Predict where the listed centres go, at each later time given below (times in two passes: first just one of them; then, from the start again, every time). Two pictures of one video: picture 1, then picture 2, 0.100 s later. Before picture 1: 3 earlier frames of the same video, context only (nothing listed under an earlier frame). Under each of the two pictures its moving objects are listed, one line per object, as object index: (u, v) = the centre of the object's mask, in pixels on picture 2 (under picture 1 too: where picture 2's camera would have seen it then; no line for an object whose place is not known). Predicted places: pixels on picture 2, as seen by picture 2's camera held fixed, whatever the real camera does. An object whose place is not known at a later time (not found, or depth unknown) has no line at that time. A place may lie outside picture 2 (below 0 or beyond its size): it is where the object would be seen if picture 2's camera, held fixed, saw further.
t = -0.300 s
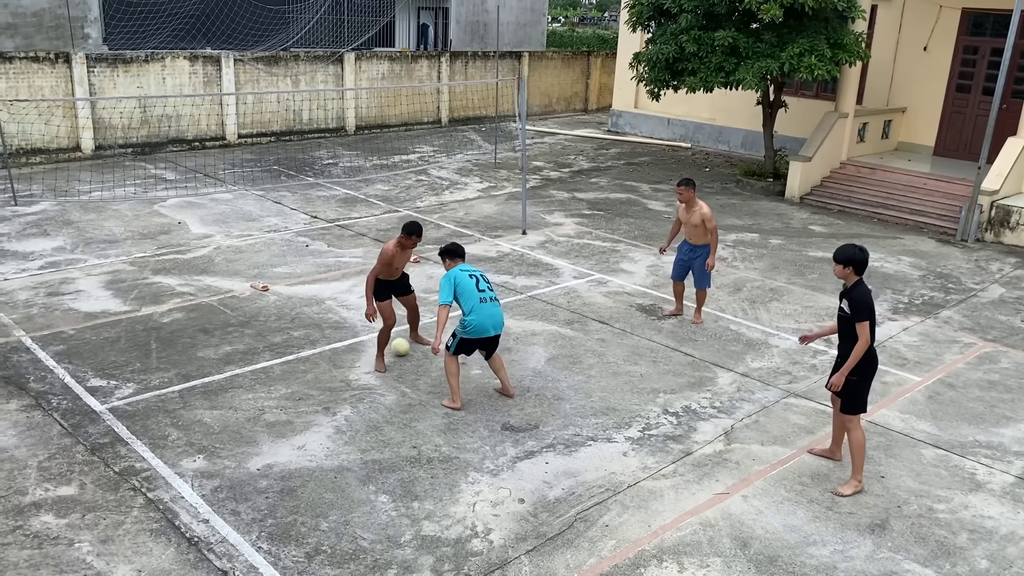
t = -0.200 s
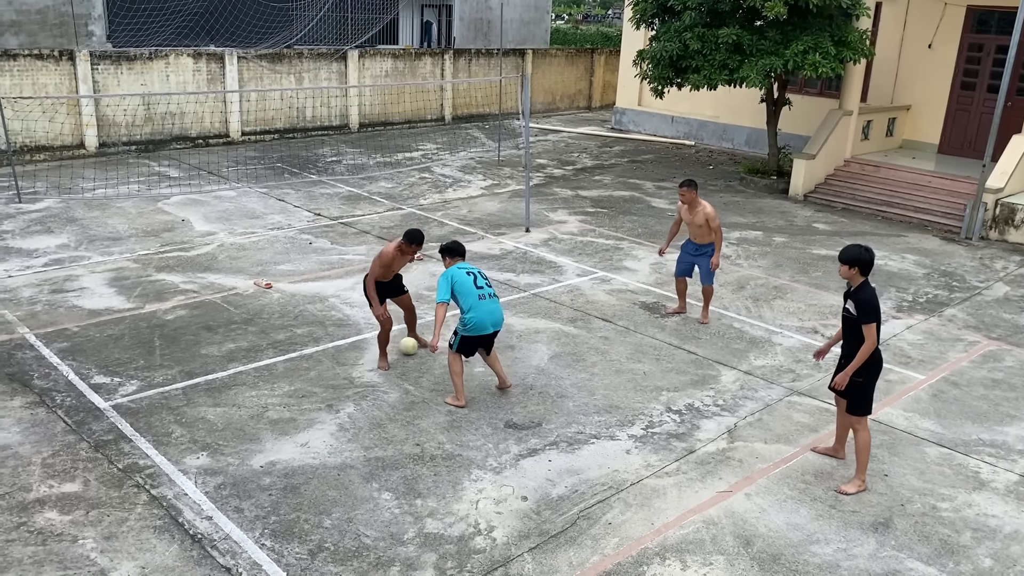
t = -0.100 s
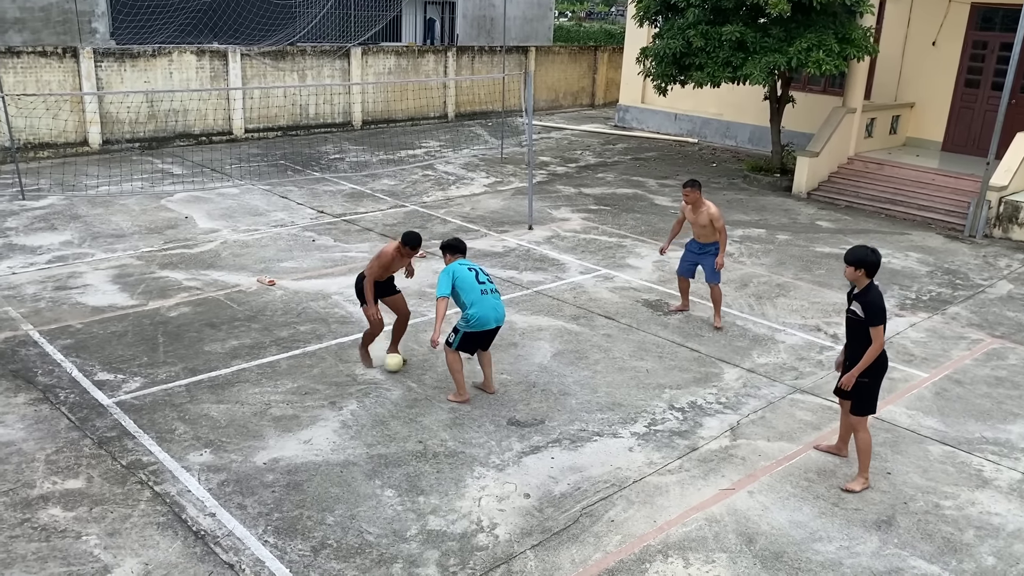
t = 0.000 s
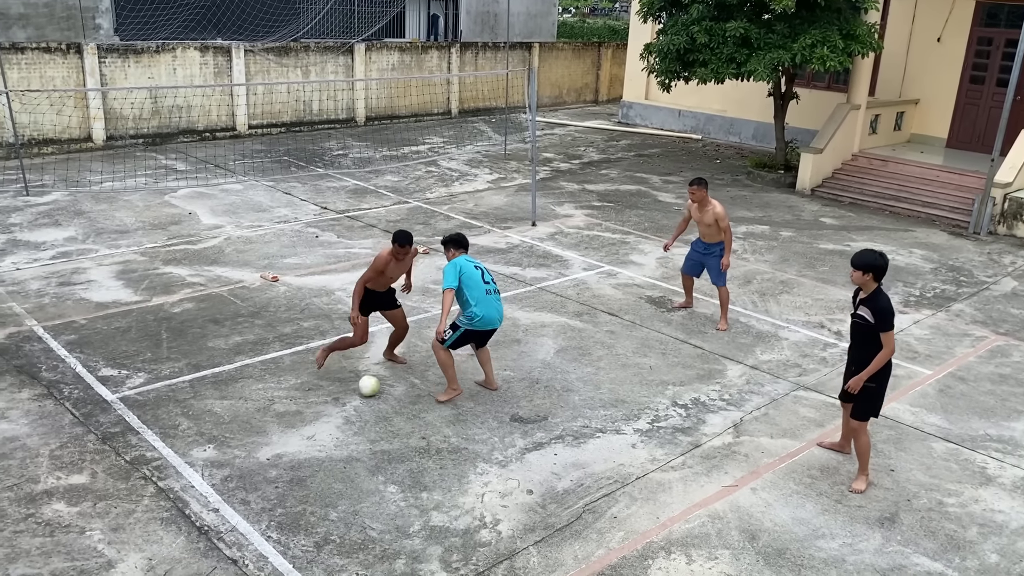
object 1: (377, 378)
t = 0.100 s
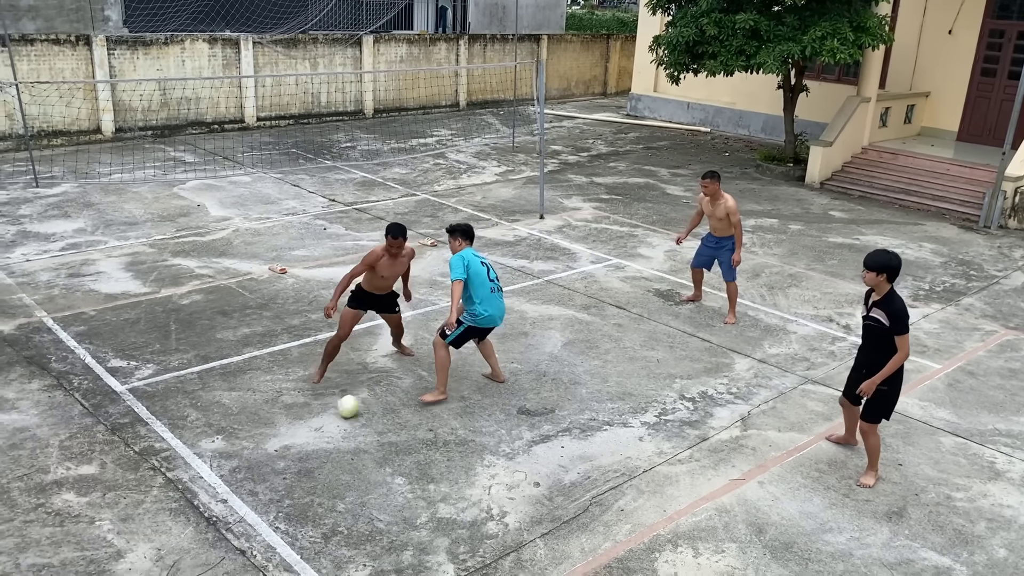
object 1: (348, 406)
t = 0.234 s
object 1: (315, 439)
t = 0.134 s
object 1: (340, 414)
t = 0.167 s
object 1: (330, 425)
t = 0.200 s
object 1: (321, 435)
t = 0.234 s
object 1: (315, 439)
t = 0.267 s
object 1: (307, 447)
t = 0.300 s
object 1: (297, 456)
